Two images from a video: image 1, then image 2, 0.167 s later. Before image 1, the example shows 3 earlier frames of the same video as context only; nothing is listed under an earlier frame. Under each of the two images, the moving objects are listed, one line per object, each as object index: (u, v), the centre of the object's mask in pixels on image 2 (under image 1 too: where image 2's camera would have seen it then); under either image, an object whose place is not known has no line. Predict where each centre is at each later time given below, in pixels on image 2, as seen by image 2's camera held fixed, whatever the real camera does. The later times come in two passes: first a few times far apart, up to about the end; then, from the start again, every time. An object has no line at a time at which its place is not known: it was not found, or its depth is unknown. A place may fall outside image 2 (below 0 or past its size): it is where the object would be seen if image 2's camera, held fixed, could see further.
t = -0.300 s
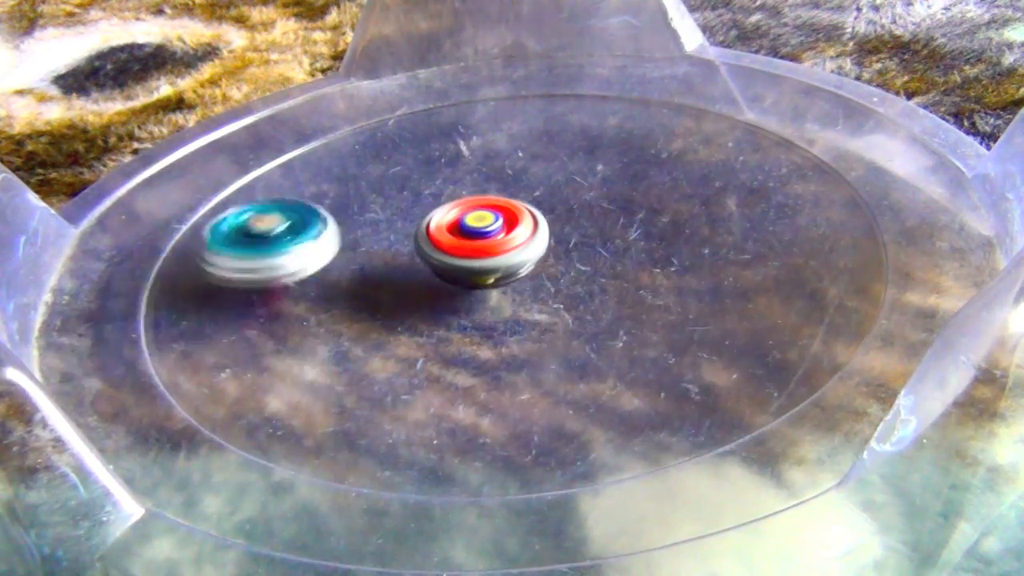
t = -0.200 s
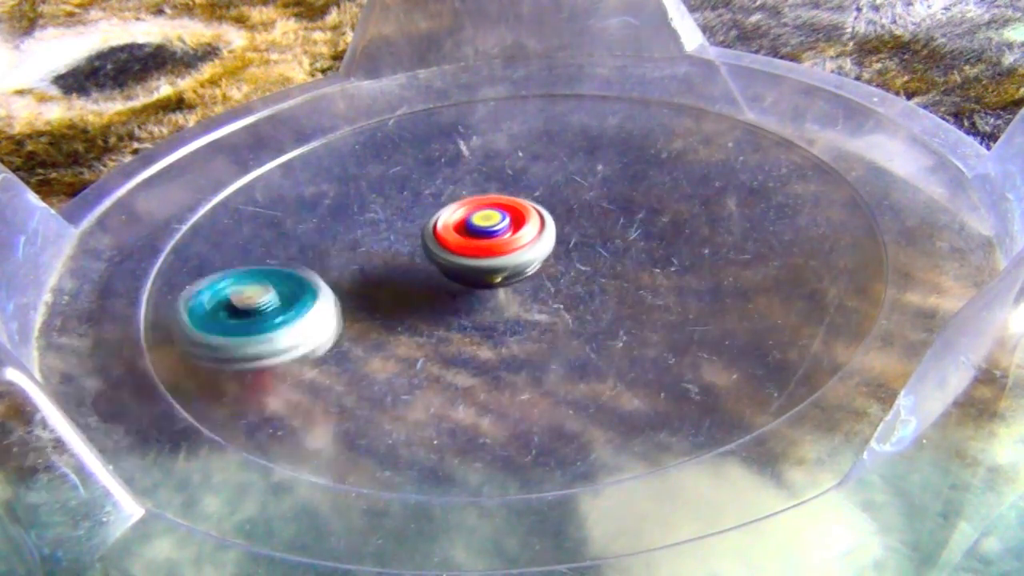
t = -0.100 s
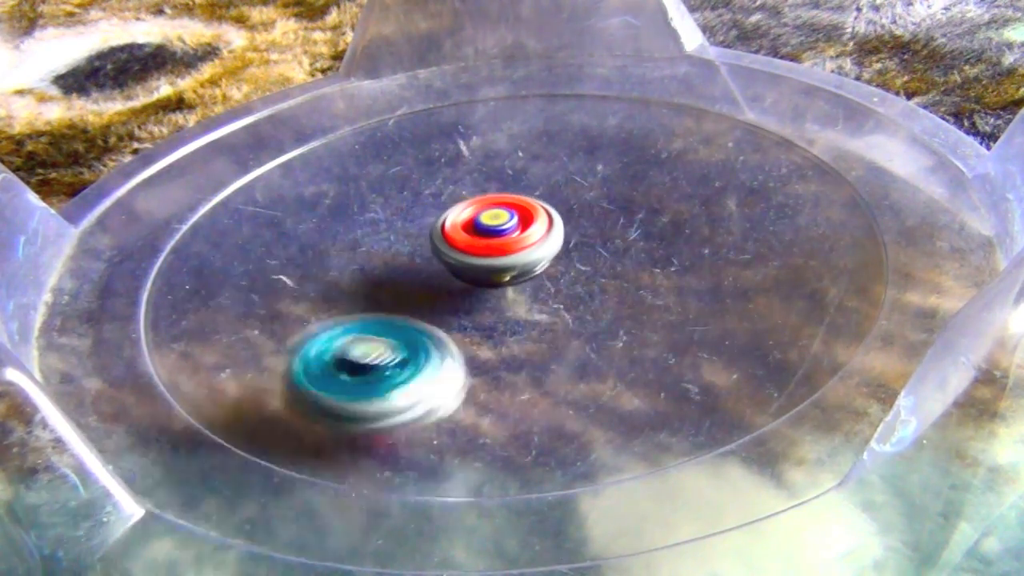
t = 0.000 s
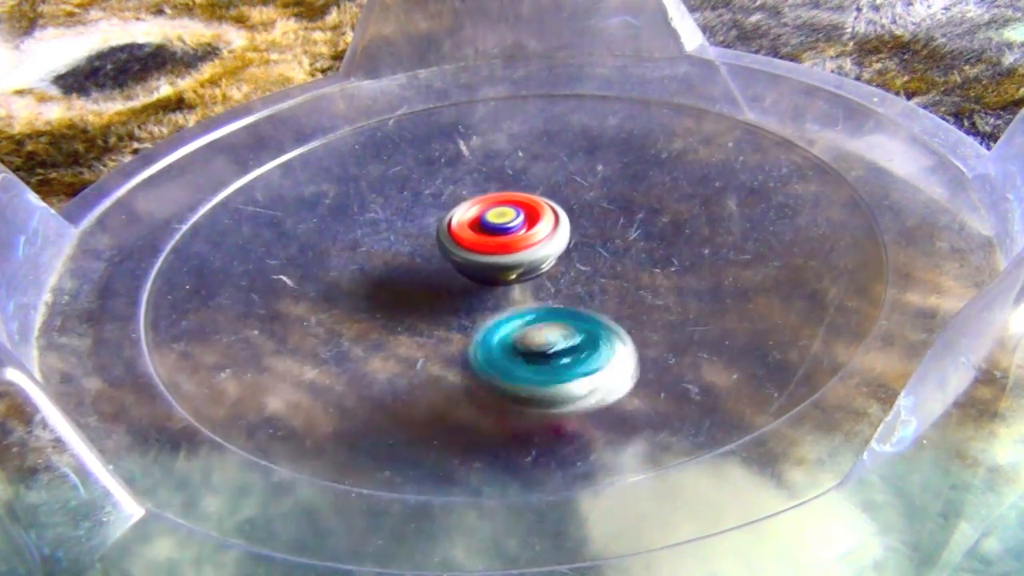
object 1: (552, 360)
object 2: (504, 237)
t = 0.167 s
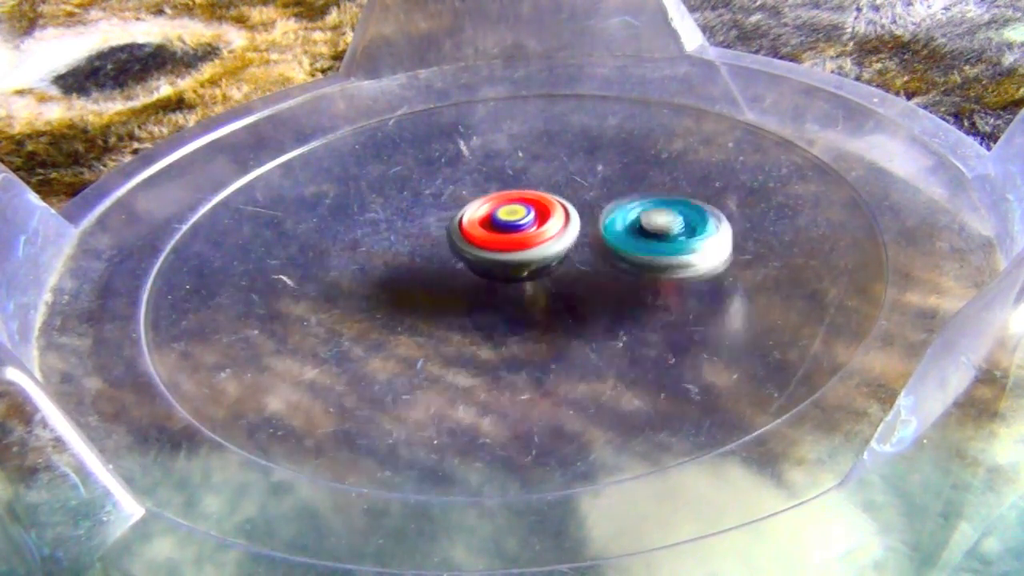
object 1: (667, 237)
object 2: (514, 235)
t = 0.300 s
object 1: (608, 157)
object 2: (469, 237)
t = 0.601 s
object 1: (315, 206)
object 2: (483, 262)
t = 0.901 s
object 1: (572, 342)
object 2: (530, 247)
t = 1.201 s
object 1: (672, 169)
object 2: (497, 236)
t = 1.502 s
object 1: (342, 214)
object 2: (503, 281)
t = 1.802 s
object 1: (483, 363)
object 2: (571, 267)
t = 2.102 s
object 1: (766, 274)
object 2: (539, 84)
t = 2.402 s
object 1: (478, 220)
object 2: (378, 124)
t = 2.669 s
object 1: (278, 327)
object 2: (325, 216)
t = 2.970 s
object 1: (574, 331)
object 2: (449, 277)
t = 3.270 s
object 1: (520, 185)
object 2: (448, 250)
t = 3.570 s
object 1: (289, 238)
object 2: (471, 252)
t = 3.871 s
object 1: (456, 375)
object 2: (623, 150)
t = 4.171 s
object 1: (658, 250)
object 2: (561, 130)
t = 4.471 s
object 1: (421, 193)
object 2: (526, 59)
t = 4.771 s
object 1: (192, 228)
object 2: (463, 115)
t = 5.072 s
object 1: (403, 312)
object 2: (458, 203)
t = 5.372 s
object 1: (650, 240)
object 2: (512, 188)
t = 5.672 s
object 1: (577, 159)
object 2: (523, 237)
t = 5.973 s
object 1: (406, 246)
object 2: (585, 296)
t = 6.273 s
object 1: (476, 330)
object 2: (682, 301)
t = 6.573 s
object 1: (524, 246)
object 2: (697, 277)
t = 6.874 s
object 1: (375, 250)
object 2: (559, 277)
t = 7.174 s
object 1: (465, 252)
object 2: (573, 288)
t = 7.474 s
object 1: (482, 193)
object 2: (533, 268)
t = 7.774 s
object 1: (510, 216)
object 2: (511, 399)
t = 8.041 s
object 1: (608, 242)
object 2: (578, 392)
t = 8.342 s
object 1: (642, 248)
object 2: (569, 321)
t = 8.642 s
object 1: (565, 253)
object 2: (412, 314)
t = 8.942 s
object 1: (487, 282)
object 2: (325, 283)
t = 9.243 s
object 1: (476, 293)
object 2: (342, 251)
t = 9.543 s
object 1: (488, 273)
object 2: (388, 201)
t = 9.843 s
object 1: (506, 262)
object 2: (444, 183)
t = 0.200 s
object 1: (657, 213)
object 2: (512, 233)
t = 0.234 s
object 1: (651, 192)
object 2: (491, 234)
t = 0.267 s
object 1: (631, 174)
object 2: (477, 235)
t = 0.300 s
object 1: (608, 157)
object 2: (469, 237)
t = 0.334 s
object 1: (578, 146)
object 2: (467, 240)
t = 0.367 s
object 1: (540, 138)
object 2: (467, 244)
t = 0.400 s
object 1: (508, 135)
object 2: (468, 249)
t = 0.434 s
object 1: (469, 136)
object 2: (471, 252)
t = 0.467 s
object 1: (432, 140)
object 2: (472, 255)
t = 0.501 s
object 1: (398, 150)
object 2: (474, 258)
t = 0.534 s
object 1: (362, 165)
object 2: (477, 260)
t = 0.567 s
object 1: (335, 184)
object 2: (480, 261)
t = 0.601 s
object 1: (315, 206)
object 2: (483, 262)
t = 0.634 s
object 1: (304, 231)
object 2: (488, 263)
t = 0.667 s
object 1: (303, 256)
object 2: (492, 264)
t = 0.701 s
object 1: (315, 280)
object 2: (496, 264)
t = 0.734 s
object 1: (340, 304)
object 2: (500, 265)
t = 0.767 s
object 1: (378, 321)
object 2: (505, 265)
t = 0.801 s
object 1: (421, 335)
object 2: (512, 262)
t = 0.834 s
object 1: (466, 344)
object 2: (521, 255)
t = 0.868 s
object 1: (516, 347)
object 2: (528, 250)
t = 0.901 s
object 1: (572, 342)
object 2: (530, 247)
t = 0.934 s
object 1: (624, 331)
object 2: (528, 245)
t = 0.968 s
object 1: (669, 312)
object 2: (524, 243)
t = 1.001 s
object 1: (703, 291)
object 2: (520, 240)
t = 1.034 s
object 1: (727, 266)
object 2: (515, 238)
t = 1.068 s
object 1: (737, 240)
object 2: (511, 237)
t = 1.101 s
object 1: (736, 217)
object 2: (507, 236)
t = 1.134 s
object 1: (722, 198)
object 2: (503, 235)
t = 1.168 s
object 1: (701, 180)
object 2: (500, 235)
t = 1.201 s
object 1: (672, 169)
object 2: (497, 236)
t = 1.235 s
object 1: (637, 161)
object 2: (494, 236)
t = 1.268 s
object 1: (597, 157)
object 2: (492, 238)
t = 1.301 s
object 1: (564, 157)
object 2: (489, 239)
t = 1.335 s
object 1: (521, 162)
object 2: (487, 241)
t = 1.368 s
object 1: (481, 170)
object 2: (485, 242)
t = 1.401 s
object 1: (445, 180)
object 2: (484, 244)
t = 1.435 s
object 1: (408, 188)
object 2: (490, 261)
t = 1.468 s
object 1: (372, 198)
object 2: (496, 274)
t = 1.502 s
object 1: (342, 214)
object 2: (503, 281)
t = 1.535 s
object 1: (317, 232)
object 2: (512, 284)
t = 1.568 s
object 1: (297, 253)
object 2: (522, 283)
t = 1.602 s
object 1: (291, 275)
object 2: (532, 282)
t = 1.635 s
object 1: (292, 299)
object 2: (541, 280)
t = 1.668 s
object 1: (309, 322)
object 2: (549, 277)
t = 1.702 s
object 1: (340, 341)
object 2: (555, 275)
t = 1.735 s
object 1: (379, 356)
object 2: (561, 273)
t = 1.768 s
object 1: (428, 363)
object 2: (567, 271)
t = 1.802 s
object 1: (483, 363)
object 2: (571, 267)
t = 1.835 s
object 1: (534, 358)
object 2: (573, 262)
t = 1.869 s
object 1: (581, 345)
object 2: (574, 256)
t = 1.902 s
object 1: (617, 354)
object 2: (582, 221)
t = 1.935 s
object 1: (653, 356)
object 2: (583, 180)
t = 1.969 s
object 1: (686, 351)
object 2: (582, 150)
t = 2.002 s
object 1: (720, 337)
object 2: (576, 119)
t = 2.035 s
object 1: (748, 317)
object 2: (566, 100)
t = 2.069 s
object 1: (763, 296)
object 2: (554, 88)
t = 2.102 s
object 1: (766, 274)
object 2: (539, 84)
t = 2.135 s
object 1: (756, 254)
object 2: (522, 83)
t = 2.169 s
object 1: (736, 239)
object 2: (502, 85)
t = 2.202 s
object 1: (709, 226)
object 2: (482, 88)
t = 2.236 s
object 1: (677, 218)
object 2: (463, 91)
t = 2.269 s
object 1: (640, 214)
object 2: (445, 96)
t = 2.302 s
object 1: (601, 212)
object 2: (427, 102)
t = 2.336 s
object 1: (559, 213)
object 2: (410, 108)
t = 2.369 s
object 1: (518, 216)
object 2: (393, 116)
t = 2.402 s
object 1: (478, 220)
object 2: (378, 124)
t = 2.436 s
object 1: (439, 228)
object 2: (363, 133)
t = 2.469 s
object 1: (402, 236)
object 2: (349, 144)
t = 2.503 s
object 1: (369, 247)
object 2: (337, 154)
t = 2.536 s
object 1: (340, 260)
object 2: (327, 168)
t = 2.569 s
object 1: (315, 274)
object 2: (322, 180)
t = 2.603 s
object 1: (295, 291)
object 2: (320, 192)
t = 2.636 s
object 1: (282, 308)
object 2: (320, 204)
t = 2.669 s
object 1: (278, 327)
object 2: (325, 216)
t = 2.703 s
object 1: (286, 346)
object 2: (331, 226)
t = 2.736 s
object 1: (301, 366)
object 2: (340, 237)
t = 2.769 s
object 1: (332, 378)
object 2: (351, 246)
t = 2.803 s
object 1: (373, 387)
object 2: (365, 255)
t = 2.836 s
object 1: (420, 388)
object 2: (380, 261)
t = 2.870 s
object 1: (469, 382)
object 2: (396, 267)
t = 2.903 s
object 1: (514, 369)
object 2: (411, 271)
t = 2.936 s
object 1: (549, 352)
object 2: (429, 274)
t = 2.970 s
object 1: (574, 331)
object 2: (449, 277)
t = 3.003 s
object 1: (599, 313)
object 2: (454, 273)
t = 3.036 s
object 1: (613, 294)
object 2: (455, 264)
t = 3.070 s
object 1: (617, 273)
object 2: (459, 258)
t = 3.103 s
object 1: (610, 255)
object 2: (463, 255)
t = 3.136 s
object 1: (607, 235)
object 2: (451, 252)
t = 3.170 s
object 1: (590, 220)
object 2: (445, 250)
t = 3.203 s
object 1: (569, 207)
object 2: (444, 249)
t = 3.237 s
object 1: (546, 195)
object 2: (446, 249)
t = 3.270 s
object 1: (520, 185)
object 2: (448, 250)
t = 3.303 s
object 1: (491, 178)
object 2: (450, 250)
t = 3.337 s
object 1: (459, 174)
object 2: (452, 251)
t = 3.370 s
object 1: (427, 175)
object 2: (454, 251)
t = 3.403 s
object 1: (395, 177)
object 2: (457, 252)
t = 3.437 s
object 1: (366, 183)
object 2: (460, 252)
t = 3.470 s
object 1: (338, 192)
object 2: (463, 252)
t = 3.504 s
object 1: (315, 204)
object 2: (466, 252)
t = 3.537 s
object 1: (299, 220)
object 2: (470, 252)
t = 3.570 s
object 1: (289, 238)
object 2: (471, 252)
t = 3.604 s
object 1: (290, 258)
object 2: (471, 251)
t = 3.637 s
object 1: (300, 277)
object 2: (472, 250)
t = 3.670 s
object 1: (321, 294)
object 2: (473, 249)
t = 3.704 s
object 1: (354, 306)
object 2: (475, 248)
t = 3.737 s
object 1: (379, 319)
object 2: (489, 241)
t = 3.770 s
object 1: (373, 342)
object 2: (543, 210)
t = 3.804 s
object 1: (387, 358)
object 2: (580, 185)
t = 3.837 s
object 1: (419, 369)
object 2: (607, 166)
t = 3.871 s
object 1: (456, 375)
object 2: (623, 150)
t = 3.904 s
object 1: (503, 374)
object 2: (629, 140)
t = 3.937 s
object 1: (545, 369)
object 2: (626, 135)
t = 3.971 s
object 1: (586, 357)
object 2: (618, 133)
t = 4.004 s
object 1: (618, 343)
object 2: (609, 131)
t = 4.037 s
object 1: (644, 325)
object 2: (600, 130)
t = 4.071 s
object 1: (661, 305)
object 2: (590, 130)
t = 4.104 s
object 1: (667, 287)
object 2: (580, 129)
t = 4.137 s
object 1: (666, 268)
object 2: (570, 129)
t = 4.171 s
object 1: (658, 250)
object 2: (561, 130)
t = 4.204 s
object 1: (642, 236)
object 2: (552, 131)
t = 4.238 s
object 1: (624, 224)
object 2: (543, 133)
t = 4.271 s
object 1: (601, 213)
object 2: (535, 135)
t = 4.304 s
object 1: (573, 205)
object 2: (527, 137)
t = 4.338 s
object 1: (546, 201)
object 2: (525, 106)
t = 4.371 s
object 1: (523, 201)
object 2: (523, 70)
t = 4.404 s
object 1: (486, 198)
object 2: (524, 59)
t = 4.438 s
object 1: (450, 195)
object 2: (526, 68)
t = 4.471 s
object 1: (421, 193)
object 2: (526, 59)
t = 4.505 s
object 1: (389, 190)
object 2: (524, 61)
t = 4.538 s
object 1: (364, 191)
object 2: (519, 69)
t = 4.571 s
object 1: (335, 190)
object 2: (513, 73)
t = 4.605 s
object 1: (304, 191)
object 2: (505, 78)
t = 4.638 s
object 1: (279, 196)
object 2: (497, 84)
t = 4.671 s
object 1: (250, 200)
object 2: (488, 91)
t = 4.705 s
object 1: (228, 208)
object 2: (479, 98)
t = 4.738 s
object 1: (209, 217)
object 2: (471, 106)
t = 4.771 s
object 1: (192, 228)
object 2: (463, 115)
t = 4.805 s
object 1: (186, 243)
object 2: (455, 125)
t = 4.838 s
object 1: (191, 258)
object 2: (450, 135)
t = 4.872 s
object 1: (204, 271)
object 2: (446, 145)
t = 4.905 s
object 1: (227, 286)
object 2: (444, 155)
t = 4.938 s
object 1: (256, 296)
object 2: (443, 166)
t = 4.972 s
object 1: (285, 306)
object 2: (445, 176)
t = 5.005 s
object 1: (330, 310)
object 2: (448, 185)
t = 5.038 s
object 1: (366, 310)
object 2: (452, 195)
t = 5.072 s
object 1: (403, 312)
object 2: (458, 203)
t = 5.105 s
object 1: (439, 304)
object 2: (464, 209)
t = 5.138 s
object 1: (472, 301)
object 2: (470, 212)
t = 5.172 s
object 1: (502, 302)
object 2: (484, 197)
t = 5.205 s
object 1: (534, 300)
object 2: (494, 183)
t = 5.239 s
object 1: (563, 291)
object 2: (503, 175)
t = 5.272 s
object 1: (591, 282)
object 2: (509, 174)
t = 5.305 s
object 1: (615, 268)
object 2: (511, 177)
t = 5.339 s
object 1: (637, 255)
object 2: (512, 182)
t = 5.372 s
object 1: (650, 240)
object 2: (512, 188)
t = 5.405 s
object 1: (664, 225)
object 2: (512, 195)
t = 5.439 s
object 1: (668, 210)
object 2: (511, 200)
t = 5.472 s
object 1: (669, 198)
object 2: (511, 207)
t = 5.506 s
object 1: (665, 183)
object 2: (512, 213)
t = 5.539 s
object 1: (657, 174)
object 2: (513, 218)
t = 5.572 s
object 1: (638, 165)
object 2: (515, 224)
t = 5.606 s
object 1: (622, 160)
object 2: (517, 229)
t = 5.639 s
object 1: (597, 158)
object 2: (520, 233)
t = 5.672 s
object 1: (577, 159)
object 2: (523, 237)
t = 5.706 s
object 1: (549, 163)
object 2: (526, 242)
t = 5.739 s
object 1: (530, 170)
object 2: (529, 246)
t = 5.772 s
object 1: (503, 181)
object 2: (532, 250)
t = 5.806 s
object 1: (486, 191)
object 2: (536, 253)
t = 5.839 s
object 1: (467, 206)
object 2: (540, 257)
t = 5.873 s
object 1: (452, 213)
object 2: (553, 266)
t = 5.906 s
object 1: (434, 224)
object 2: (568, 282)
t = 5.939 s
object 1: (417, 233)
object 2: (578, 291)
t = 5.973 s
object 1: (406, 246)
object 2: (585, 296)
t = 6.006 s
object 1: (396, 259)
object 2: (590, 298)
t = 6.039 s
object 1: (395, 271)
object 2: (596, 300)
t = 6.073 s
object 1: (397, 284)
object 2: (601, 301)
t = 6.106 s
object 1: (403, 297)
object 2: (607, 302)
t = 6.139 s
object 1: (414, 310)
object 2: (611, 304)
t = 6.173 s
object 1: (429, 320)
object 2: (615, 305)
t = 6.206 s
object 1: (451, 327)
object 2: (617, 306)
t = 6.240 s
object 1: (466, 331)
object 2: (639, 302)
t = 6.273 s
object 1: (476, 330)
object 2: (682, 301)
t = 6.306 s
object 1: (496, 326)
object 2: (710, 297)
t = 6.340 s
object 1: (515, 320)
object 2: (721, 294)
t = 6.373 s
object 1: (532, 310)
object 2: (725, 291)
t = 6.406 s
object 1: (543, 299)
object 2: (726, 288)
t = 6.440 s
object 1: (550, 286)
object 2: (724, 284)
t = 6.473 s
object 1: (546, 276)
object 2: (721, 282)
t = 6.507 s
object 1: (541, 265)
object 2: (715, 280)
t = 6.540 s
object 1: (534, 255)
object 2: (707, 278)
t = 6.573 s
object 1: (524, 246)
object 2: (697, 277)
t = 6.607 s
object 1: (506, 239)
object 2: (685, 275)
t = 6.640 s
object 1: (491, 232)
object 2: (672, 274)
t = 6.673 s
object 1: (474, 229)
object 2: (655, 274)
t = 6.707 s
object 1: (454, 227)
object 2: (639, 274)
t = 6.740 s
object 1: (431, 227)
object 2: (623, 274)
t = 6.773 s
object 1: (414, 228)
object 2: (605, 275)
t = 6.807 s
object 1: (397, 234)
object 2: (589, 275)
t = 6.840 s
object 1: (382, 242)
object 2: (575, 276)
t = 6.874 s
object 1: (375, 250)
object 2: (559, 277)
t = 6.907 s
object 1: (376, 261)
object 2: (546, 277)
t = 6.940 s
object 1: (383, 270)
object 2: (535, 278)
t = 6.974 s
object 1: (391, 276)
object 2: (539, 278)
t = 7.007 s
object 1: (399, 277)
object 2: (561, 281)
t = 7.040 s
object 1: (416, 275)
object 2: (570, 282)
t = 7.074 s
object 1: (429, 272)
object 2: (569, 283)
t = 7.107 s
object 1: (439, 267)
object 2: (563, 282)
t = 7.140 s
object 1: (451, 259)
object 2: (569, 283)
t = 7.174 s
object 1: (465, 252)
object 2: (573, 288)
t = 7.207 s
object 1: (476, 244)
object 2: (571, 289)
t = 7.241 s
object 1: (485, 235)
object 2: (569, 288)
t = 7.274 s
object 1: (492, 226)
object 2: (565, 285)
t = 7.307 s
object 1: (497, 217)
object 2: (560, 282)
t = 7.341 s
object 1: (499, 210)
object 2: (555, 279)
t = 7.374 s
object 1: (499, 203)
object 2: (551, 276)
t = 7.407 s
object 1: (495, 197)
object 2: (545, 273)
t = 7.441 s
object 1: (489, 194)
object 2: (539, 271)
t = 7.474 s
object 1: (482, 193)
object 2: (533, 268)
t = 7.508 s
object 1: (476, 195)
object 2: (526, 266)
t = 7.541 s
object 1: (472, 196)
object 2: (520, 264)
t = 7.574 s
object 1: (468, 198)
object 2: (513, 262)
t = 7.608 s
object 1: (467, 197)
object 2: (507, 261)
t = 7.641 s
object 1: (472, 200)
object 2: (500, 286)
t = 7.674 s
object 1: (478, 204)
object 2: (493, 337)
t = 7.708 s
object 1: (488, 209)
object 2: (497, 359)
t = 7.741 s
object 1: (499, 213)
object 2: (501, 385)
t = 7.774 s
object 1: (510, 216)
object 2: (511, 399)
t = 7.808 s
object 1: (522, 222)
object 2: (523, 406)
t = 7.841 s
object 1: (534, 225)
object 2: (533, 408)
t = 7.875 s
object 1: (547, 229)
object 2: (544, 407)
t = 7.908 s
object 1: (559, 231)
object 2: (553, 407)
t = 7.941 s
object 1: (573, 234)
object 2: (560, 404)
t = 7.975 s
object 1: (584, 237)
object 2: (567, 402)
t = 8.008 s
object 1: (595, 239)
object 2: (573, 397)
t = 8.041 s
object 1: (608, 242)
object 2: (578, 392)
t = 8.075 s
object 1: (620, 243)
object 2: (581, 386)
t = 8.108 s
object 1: (632, 245)
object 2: (583, 380)
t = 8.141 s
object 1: (642, 246)
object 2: (584, 372)
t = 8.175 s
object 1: (651, 246)
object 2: (584, 365)
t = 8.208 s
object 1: (655, 247)
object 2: (583, 357)
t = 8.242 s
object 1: (655, 248)
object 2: (581, 348)
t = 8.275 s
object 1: (652, 247)
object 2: (578, 340)
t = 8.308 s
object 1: (647, 248)
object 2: (574, 330)
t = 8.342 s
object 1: (642, 248)
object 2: (569, 321)
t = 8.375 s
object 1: (637, 249)
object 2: (555, 317)
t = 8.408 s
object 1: (633, 247)
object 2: (514, 328)
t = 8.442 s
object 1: (629, 245)
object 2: (479, 331)
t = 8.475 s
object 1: (624, 244)
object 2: (455, 331)
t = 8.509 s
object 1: (614, 243)
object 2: (440, 328)
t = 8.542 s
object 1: (602, 245)
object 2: (430, 325)
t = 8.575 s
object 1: (587, 248)
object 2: (423, 321)
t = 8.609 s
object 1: (578, 250)
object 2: (418, 318)
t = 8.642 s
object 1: (565, 253)
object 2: (412, 314)
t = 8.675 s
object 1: (549, 257)
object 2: (409, 311)
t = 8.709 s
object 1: (538, 261)
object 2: (404, 306)
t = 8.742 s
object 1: (528, 264)
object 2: (401, 302)
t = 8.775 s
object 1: (522, 266)
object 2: (381, 300)
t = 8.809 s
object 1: (518, 268)
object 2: (353, 297)
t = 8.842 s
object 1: (511, 271)
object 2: (339, 294)
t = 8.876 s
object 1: (500, 276)
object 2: (331, 289)
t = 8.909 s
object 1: (497, 278)
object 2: (327, 286)
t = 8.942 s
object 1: (487, 282)
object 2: (325, 283)
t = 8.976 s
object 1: (482, 286)
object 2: (323, 280)
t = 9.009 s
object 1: (474, 288)
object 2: (321, 276)
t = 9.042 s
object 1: (470, 292)
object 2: (322, 272)
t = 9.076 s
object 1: (469, 294)
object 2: (323, 269)
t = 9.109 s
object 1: (468, 297)
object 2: (325, 265)
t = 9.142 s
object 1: (471, 297)
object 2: (328, 261)
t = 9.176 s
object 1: (471, 297)
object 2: (332, 258)
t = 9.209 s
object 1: (474, 296)
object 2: (337, 254)
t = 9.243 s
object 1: (476, 293)
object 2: (342, 251)
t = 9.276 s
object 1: (480, 291)
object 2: (349, 247)
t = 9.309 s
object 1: (480, 288)
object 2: (355, 244)
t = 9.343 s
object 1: (482, 284)
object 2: (363, 241)
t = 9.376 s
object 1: (485, 283)
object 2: (365, 232)
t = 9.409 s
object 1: (488, 279)
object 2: (370, 225)
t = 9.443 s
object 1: (487, 276)
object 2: (376, 219)
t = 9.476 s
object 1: (487, 272)
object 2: (383, 216)
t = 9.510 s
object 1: (485, 271)
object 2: (387, 210)
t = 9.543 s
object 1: (488, 273)
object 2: (388, 201)
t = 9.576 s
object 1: (490, 272)
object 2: (392, 196)
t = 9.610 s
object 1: (493, 272)
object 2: (399, 193)
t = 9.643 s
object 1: (495, 272)
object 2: (405, 190)
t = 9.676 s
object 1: (499, 272)
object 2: (410, 188)
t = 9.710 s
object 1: (502, 270)
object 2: (417, 187)
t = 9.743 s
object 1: (504, 268)
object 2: (423, 186)
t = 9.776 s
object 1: (506, 266)
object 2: (430, 184)
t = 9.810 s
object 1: (506, 265)
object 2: (437, 183)
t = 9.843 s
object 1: (506, 262)
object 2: (444, 183)
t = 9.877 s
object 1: (506, 260)
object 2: (452, 181)
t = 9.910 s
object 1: (506, 260)
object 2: (459, 181)
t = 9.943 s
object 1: (504, 259)
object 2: (466, 179)
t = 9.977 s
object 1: (504, 259)
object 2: (475, 177)
